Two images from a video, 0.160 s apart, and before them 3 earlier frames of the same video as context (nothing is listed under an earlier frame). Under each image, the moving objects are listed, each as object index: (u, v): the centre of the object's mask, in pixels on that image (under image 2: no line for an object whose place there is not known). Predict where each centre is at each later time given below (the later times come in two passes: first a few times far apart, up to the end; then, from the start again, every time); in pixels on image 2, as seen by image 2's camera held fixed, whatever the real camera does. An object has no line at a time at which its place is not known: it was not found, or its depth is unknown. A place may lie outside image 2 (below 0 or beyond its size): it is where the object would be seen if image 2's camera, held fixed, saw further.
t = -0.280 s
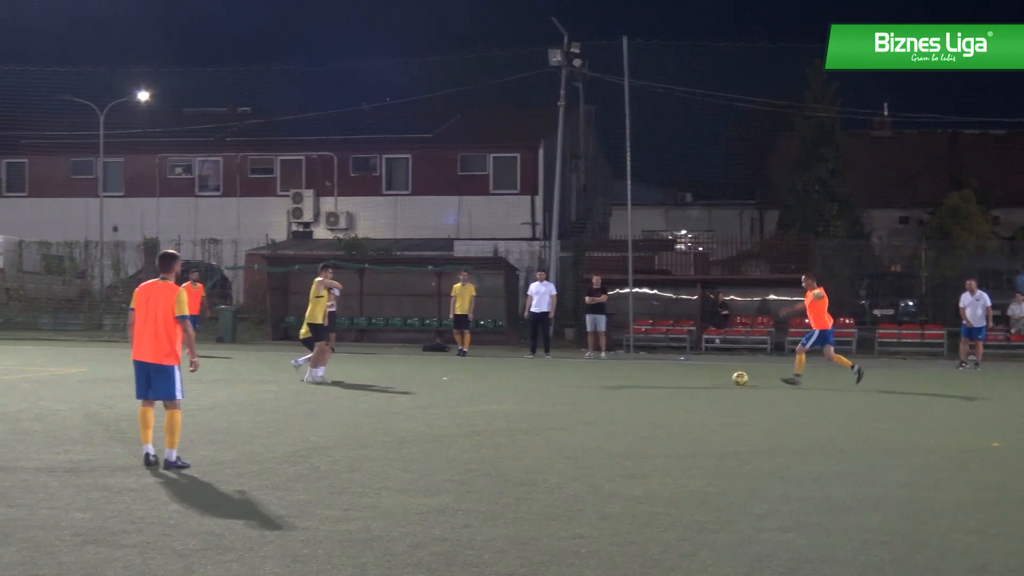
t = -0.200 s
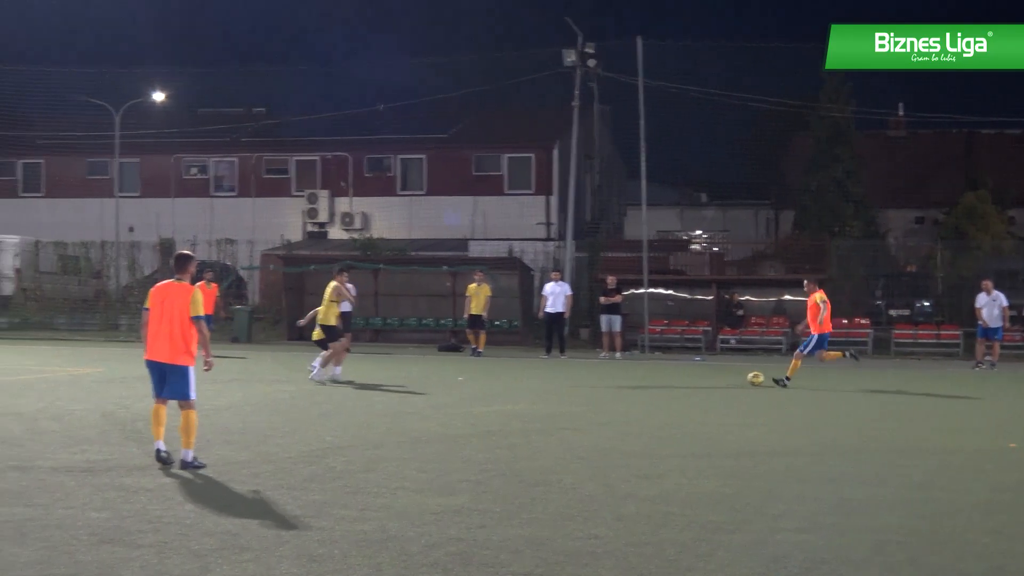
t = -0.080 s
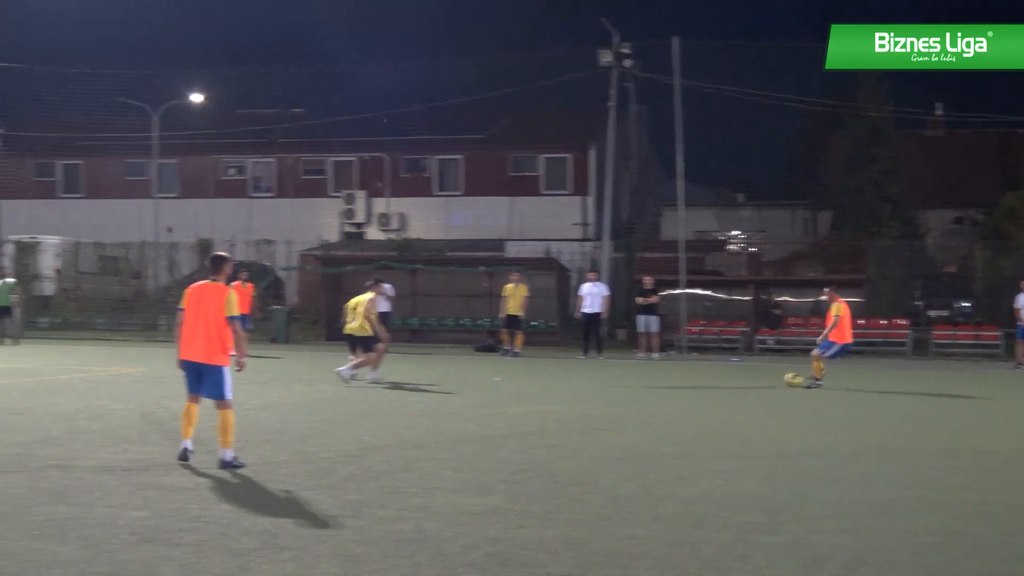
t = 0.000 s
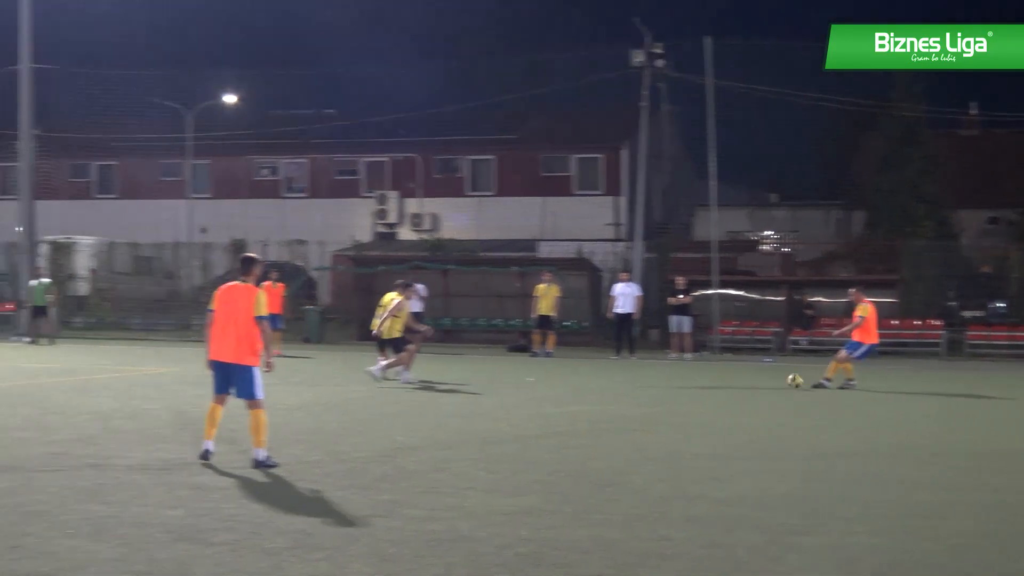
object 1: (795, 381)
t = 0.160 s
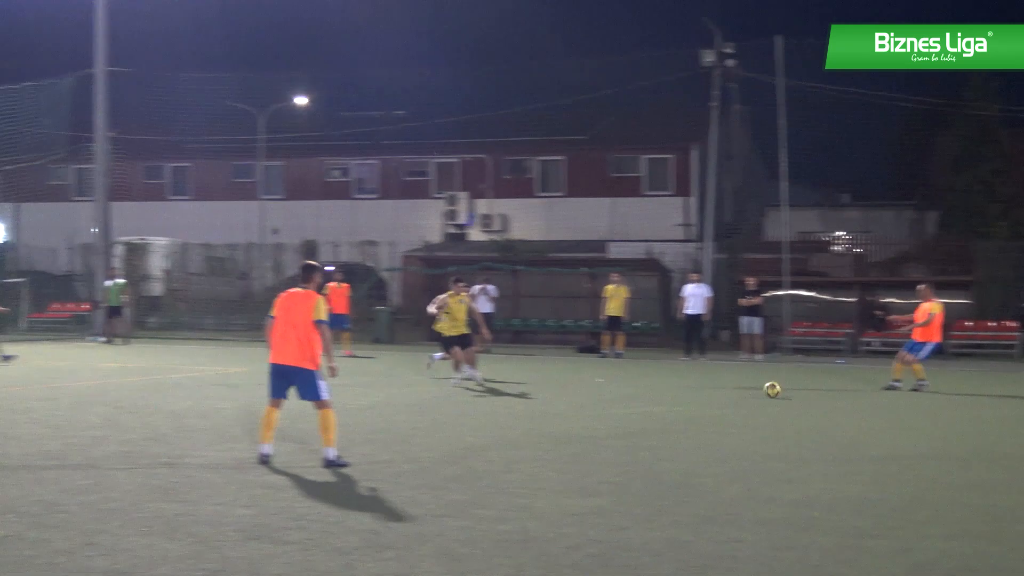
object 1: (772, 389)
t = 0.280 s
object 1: (700, 391)
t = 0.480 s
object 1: (579, 399)
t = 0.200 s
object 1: (749, 388)
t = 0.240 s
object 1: (724, 389)
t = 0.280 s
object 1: (700, 391)
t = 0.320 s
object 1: (674, 394)
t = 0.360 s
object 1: (651, 395)
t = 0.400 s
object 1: (628, 395)
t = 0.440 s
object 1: (603, 396)
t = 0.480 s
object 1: (579, 399)
